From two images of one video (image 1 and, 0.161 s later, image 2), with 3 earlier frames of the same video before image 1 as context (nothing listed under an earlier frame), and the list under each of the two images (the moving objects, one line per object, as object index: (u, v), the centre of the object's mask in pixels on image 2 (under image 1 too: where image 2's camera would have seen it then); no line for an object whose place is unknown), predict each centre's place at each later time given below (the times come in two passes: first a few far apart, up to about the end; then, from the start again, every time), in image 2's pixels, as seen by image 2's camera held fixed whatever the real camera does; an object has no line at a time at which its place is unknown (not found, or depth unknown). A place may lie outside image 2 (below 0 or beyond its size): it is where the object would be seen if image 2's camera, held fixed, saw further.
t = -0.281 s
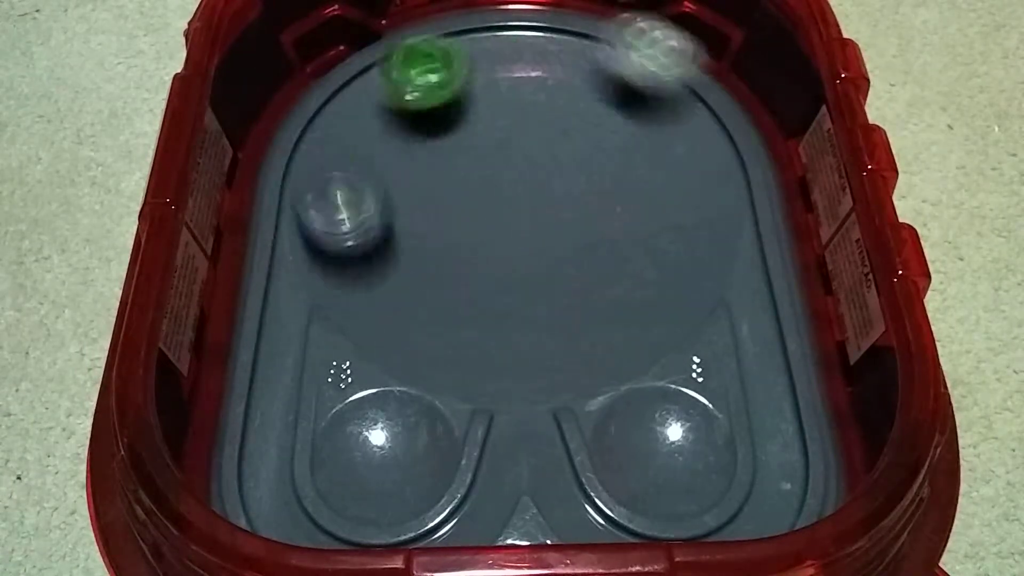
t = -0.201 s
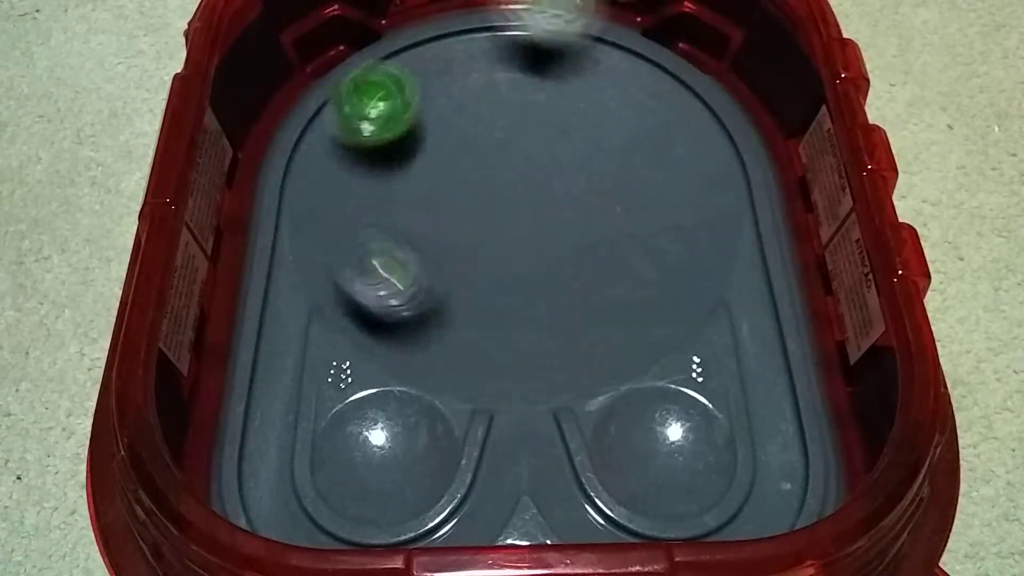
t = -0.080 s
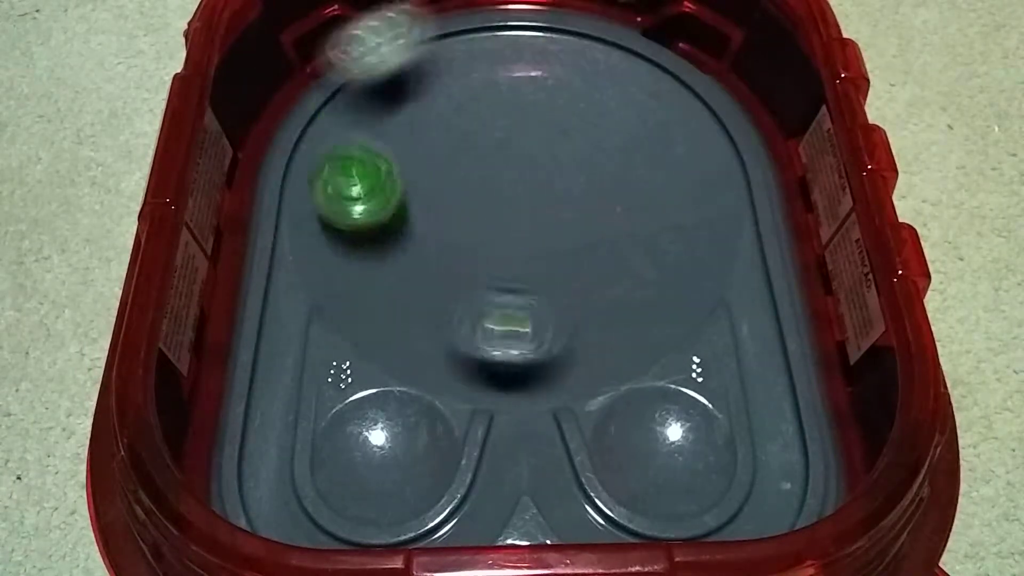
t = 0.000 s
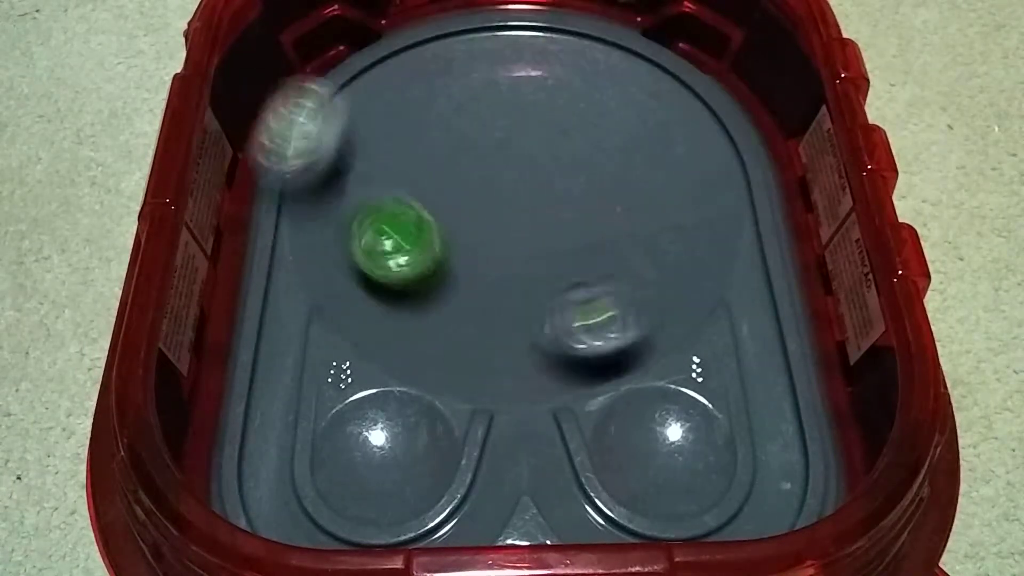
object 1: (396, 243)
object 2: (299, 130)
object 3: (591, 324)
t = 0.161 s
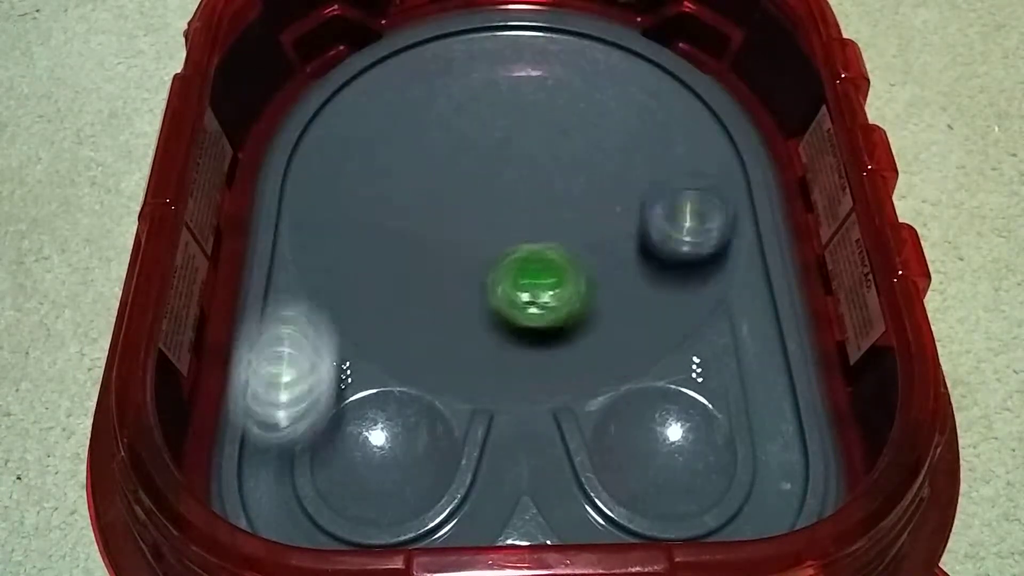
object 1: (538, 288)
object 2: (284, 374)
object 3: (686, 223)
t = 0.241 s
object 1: (610, 269)
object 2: (284, 492)
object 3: (676, 160)
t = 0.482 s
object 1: (658, 134)
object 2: (526, 383)
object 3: (499, 69)
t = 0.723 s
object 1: (486, 93)
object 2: (575, 142)
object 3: (340, 166)
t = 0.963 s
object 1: (377, 214)
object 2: (447, 39)
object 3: (465, 316)
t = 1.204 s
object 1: (504, 313)
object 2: (334, 221)
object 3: (657, 229)
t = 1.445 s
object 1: (620, 206)
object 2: (645, 323)
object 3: (589, 76)
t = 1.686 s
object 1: (533, 90)
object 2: (712, 104)
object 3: (408, 93)
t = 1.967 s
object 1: (389, 160)
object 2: (410, 58)
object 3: (432, 282)
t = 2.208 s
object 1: (505, 265)
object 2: (354, 308)
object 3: (637, 270)
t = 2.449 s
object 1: (632, 209)
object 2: (678, 297)
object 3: (644, 114)
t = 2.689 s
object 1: (530, 148)
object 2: (629, 89)
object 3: (478, 67)
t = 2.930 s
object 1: (449, 230)
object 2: (362, 69)
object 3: (344, 166)
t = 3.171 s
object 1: (542, 275)
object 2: (349, 226)
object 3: (375, 325)
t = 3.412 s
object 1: (642, 184)
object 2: (513, 185)
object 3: (589, 327)
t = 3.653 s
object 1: (703, 121)
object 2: (540, 38)
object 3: (624, 185)
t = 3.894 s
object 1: (660, 122)
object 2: (453, 37)
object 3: (489, 119)
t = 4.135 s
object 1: (527, 201)
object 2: (418, 67)
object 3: (419, 214)
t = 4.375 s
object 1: (593, 284)
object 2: (498, 167)
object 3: (304, 181)
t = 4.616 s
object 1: (588, 280)
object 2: (661, 180)
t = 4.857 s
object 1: (532, 242)
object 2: (642, 135)
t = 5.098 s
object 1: (458, 280)
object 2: (594, 248)
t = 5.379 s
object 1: (425, 222)
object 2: (554, 332)
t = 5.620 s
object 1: (462, 182)
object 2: (495, 292)
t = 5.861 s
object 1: (496, 192)
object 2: (403, 211)
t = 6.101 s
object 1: (496, 189)
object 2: (363, 159)
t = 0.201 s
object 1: (575, 282)
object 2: (276, 442)
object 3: (686, 194)
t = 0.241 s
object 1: (610, 269)
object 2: (284, 492)
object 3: (676, 160)
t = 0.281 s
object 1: (636, 252)
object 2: (315, 522)
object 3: (658, 134)
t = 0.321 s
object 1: (656, 230)
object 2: (370, 529)
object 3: (633, 112)
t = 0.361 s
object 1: (670, 206)
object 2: (443, 518)
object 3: (606, 93)
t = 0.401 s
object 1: (673, 181)
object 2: (491, 487)
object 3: (576, 80)
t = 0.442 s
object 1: (670, 157)
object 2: (511, 436)
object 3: (535, 71)
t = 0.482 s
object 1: (658, 134)
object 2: (526, 383)
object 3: (499, 69)
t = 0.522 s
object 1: (639, 115)
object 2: (537, 344)
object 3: (463, 71)
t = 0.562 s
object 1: (614, 99)
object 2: (550, 301)
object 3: (425, 83)
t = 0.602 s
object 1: (583, 90)
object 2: (561, 258)
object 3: (398, 95)
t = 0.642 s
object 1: (551, 85)
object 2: (572, 216)
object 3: (370, 117)
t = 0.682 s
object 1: (518, 85)
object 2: (577, 176)
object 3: (352, 140)
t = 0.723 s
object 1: (486, 93)
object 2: (575, 142)
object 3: (340, 166)
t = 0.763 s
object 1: (457, 104)
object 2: (568, 110)
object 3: (336, 198)
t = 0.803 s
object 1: (430, 120)
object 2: (554, 85)
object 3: (345, 233)
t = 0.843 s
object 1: (409, 139)
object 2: (534, 62)
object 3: (360, 262)
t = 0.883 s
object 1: (393, 162)
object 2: (510, 47)
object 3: (387, 286)
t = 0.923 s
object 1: (381, 188)
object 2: (478, 40)
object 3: (421, 305)
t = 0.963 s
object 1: (377, 214)
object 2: (447, 39)
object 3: (465, 316)
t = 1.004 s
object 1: (381, 240)
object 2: (414, 48)
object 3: (507, 319)
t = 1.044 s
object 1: (392, 264)
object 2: (379, 65)
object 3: (550, 315)
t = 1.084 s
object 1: (412, 284)
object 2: (349, 94)
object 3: (587, 300)
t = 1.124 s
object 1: (438, 301)
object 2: (330, 130)
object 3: (618, 282)
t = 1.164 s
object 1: (469, 310)
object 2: (324, 176)
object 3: (643, 251)
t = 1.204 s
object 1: (504, 313)
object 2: (334, 221)
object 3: (657, 229)
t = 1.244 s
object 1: (536, 307)
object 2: (363, 268)
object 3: (665, 194)
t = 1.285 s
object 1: (569, 293)
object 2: (407, 303)
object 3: (661, 165)
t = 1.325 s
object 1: (593, 274)
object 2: (460, 329)
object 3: (654, 140)
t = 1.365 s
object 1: (610, 254)
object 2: (524, 342)
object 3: (640, 116)
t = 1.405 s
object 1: (618, 232)
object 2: (588, 339)
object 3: (616, 94)
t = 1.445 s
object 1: (620, 206)
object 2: (645, 323)
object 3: (589, 76)
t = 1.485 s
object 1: (617, 180)
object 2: (697, 294)
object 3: (565, 66)
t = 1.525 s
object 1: (608, 156)
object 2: (724, 256)
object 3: (529, 62)
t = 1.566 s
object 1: (595, 135)
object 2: (745, 214)
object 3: (496, 63)
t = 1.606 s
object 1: (578, 116)
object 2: (748, 171)
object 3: (463, 65)
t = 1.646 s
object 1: (554, 101)
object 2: (733, 138)
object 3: (429, 79)
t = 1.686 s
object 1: (533, 90)
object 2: (712, 104)
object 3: (408, 93)
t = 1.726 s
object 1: (505, 83)
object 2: (684, 72)
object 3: (388, 116)
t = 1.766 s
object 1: (476, 82)
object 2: (644, 47)
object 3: (374, 146)
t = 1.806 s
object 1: (451, 86)
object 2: (601, 33)
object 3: (368, 171)
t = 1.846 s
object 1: (426, 97)
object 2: (556, 28)
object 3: (370, 205)
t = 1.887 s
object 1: (407, 113)
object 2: (503, 29)
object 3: (381, 234)
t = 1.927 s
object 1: (393, 136)
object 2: (454, 38)
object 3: (400, 259)
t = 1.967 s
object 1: (389, 160)
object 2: (410, 58)
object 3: (432, 282)
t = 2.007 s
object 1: (392, 183)
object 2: (372, 89)
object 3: (461, 298)
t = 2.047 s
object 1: (403, 207)
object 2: (341, 128)
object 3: (500, 306)
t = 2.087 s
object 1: (423, 229)
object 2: (324, 171)
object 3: (538, 309)
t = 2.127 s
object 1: (448, 245)
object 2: (319, 216)
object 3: (574, 303)
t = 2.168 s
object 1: (474, 257)
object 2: (327, 266)
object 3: (609, 286)
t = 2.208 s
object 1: (505, 265)
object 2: (354, 308)
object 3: (637, 270)
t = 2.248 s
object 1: (538, 266)
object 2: (403, 336)
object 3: (654, 247)
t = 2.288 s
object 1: (567, 262)
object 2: (464, 355)
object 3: (666, 223)
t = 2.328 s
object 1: (593, 252)
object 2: (526, 362)
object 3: (668, 194)
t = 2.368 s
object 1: (615, 238)
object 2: (585, 352)
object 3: (663, 166)
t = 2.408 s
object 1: (628, 225)
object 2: (639, 328)
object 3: (655, 138)
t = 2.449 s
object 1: (632, 209)
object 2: (678, 297)
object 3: (644, 114)
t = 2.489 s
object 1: (628, 193)
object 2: (706, 260)
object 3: (624, 95)
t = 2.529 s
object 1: (617, 176)
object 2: (715, 219)
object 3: (602, 80)
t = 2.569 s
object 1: (601, 163)
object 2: (711, 182)
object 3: (575, 69)
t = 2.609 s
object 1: (580, 154)
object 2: (694, 146)
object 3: (540, 64)
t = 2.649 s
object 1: (556, 149)
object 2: (666, 115)
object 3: (512, 63)
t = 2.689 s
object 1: (530, 148)
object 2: (629, 89)
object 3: (478, 67)
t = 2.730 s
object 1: (508, 151)
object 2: (589, 70)
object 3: (451, 74)
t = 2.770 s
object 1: (485, 158)
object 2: (541, 59)
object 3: (426, 88)
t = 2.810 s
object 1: (466, 169)
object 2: (491, 53)
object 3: (404, 108)
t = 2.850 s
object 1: (454, 189)
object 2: (446, 55)
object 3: (384, 125)
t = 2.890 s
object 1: (449, 209)
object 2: (400, 63)
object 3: (366, 140)
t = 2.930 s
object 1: (449, 230)
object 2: (362, 69)
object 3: (344, 166)
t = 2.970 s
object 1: (453, 245)
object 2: (334, 82)
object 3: (333, 192)
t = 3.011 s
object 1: (462, 260)
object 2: (317, 108)
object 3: (327, 218)
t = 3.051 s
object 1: (479, 274)
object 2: (308, 141)
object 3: (328, 243)
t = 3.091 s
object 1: (499, 281)
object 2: (307, 176)
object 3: (337, 268)
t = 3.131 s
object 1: (523, 280)
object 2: (323, 208)
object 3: (352, 296)
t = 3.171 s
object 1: (542, 275)
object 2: (349, 226)
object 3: (375, 325)
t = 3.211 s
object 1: (557, 263)
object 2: (383, 236)
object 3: (406, 345)
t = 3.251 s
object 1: (567, 248)
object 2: (422, 241)
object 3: (451, 353)
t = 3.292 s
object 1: (571, 230)
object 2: (463, 238)
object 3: (492, 355)
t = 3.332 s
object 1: (588, 212)
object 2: (489, 226)
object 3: (525, 351)
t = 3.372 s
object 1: (616, 199)
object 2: (499, 206)
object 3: (563, 341)
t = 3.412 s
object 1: (642, 184)
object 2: (513, 185)
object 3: (589, 327)
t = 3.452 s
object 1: (662, 166)
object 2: (528, 160)
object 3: (611, 304)
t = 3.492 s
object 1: (676, 156)
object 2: (542, 134)
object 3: (624, 279)
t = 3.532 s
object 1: (689, 145)
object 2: (550, 108)
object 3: (633, 256)
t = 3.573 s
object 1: (699, 135)
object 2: (551, 83)
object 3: (635, 233)
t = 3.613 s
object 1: (701, 129)
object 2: (548, 60)
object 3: (631, 210)
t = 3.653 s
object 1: (703, 121)
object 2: (540, 38)
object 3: (624, 185)
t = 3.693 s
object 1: (696, 117)
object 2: (527, 28)
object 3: (615, 165)
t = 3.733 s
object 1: (694, 116)
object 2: (511, 23)
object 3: (588, 149)
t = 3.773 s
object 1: (695, 111)
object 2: (491, 25)
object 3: (557, 134)
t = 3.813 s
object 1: (686, 112)
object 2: (476, 31)
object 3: (531, 120)
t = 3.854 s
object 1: (675, 115)
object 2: (465, 38)
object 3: (505, 111)
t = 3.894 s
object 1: (660, 122)
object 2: (453, 37)
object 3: (489, 119)
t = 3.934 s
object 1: (636, 134)
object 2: (440, 31)
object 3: (468, 144)
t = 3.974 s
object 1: (616, 144)
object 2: (430, 31)
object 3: (452, 164)
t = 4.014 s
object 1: (591, 159)
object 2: (424, 35)
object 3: (439, 179)
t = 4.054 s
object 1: (571, 172)
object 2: (419, 45)
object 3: (429, 194)
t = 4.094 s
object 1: (548, 186)
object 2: (417, 55)
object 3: (422, 206)
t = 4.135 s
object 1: (527, 201)
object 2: (418, 67)
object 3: (419, 214)
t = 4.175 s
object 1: (516, 220)
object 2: (421, 79)
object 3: (418, 220)
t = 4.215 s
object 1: (535, 235)
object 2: (427, 95)
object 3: (377, 213)
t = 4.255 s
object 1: (558, 254)
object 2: (438, 114)
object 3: (347, 203)
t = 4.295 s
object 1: (576, 269)
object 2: (454, 133)
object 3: (322, 193)
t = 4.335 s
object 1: (586, 278)
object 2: (474, 150)
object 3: (308, 187)
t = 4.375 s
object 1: (593, 284)
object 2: (498, 167)
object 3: (304, 181)
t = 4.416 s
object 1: (598, 288)
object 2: (528, 180)
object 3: (306, 172)
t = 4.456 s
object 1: (601, 291)
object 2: (558, 189)
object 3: (312, 167)
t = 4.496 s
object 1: (601, 292)
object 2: (588, 193)
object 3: (326, 161)
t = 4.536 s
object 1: (598, 290)
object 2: (618, 193)
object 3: (342, 157)
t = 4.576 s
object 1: (596, 286)
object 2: (642, 188)
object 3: (356, 158)
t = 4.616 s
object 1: (588, 280)
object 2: (661, 180)
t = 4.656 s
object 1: (580, 270)
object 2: (673, 170)
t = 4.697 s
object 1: (568, 261)
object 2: (678, 159)
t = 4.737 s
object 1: (556, 249)
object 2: (677, 151)
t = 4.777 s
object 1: (546, 240)
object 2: (670, 144)
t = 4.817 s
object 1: (536, 237)
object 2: (657, 138)
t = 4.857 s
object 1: (532, 242)
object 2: (642, 135)
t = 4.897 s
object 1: (531, 256)
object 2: (622, 134)
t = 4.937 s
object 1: (525, 260)
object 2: (598, 144)
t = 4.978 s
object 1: (522, 264)
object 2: (589, 173)
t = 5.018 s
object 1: (514, 267)
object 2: (581, 209)
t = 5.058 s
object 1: (491, 274)
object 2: (586, 232)
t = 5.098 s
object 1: (458, 280)
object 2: (594, 248)
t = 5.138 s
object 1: (434, 275)
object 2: (596, 264)
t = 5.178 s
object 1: (420, 273)
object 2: (594, 279)
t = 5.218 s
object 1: (410, 269)
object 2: (588, 293)
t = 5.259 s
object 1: (406, 262)
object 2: (580, 306)
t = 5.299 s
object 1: (408, 249)
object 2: (572, 317)
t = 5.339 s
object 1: (416, 237)
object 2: (563, 327)
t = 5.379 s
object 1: (425, 222)
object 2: (554, 332)
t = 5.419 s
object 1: (440, 205)
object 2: (547, 333)
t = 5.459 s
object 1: (452, 192)
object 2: (538, 332)
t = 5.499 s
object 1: (454, 186)
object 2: (530, 326)
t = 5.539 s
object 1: (455, 184)
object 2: (520, 317)
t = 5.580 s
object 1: (459, 182)
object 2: (508, 305)
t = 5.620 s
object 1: (462, 182)
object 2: (495, 292)
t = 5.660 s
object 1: (469, 185)
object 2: (481, 277)
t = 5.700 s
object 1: (477, 186)
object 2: (468, 263)
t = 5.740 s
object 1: (487, 187)
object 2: (457, 249)
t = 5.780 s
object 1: (495, 190)
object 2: (446, 234)
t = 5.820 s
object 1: (498, 192)
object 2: (429, 222)
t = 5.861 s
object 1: (496, 192)
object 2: (403, 211)
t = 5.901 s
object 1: (498, 191)
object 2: (386, 203)
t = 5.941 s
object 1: (499, 191)
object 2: (373, 195)
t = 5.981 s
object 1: (498, 191)
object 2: (367, 188)
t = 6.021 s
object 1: (497, 190)
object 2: (363, 182)
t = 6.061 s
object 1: (497, 189)
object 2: (362, 172)
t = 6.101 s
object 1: (496, 189)
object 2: (363, 159)
